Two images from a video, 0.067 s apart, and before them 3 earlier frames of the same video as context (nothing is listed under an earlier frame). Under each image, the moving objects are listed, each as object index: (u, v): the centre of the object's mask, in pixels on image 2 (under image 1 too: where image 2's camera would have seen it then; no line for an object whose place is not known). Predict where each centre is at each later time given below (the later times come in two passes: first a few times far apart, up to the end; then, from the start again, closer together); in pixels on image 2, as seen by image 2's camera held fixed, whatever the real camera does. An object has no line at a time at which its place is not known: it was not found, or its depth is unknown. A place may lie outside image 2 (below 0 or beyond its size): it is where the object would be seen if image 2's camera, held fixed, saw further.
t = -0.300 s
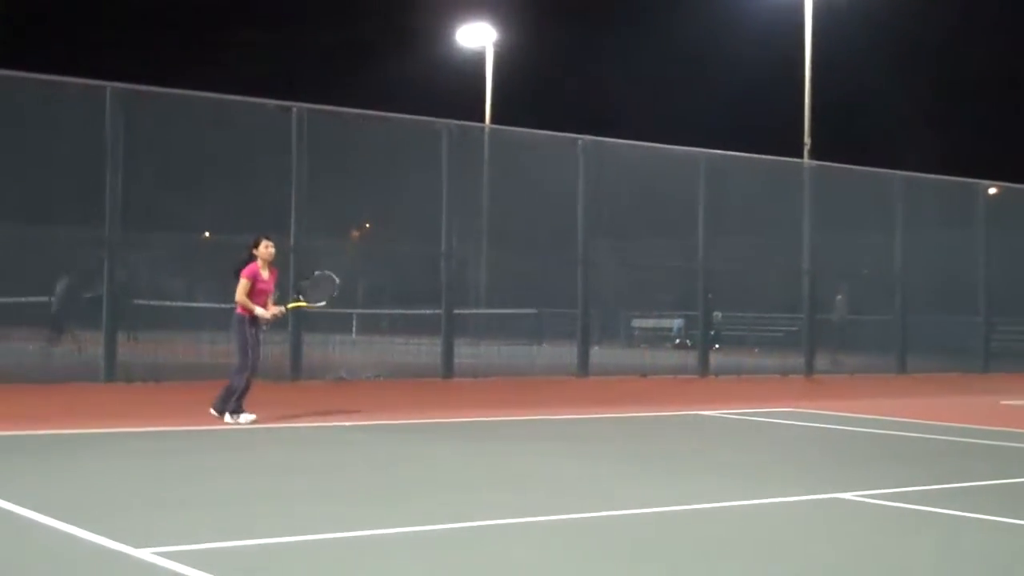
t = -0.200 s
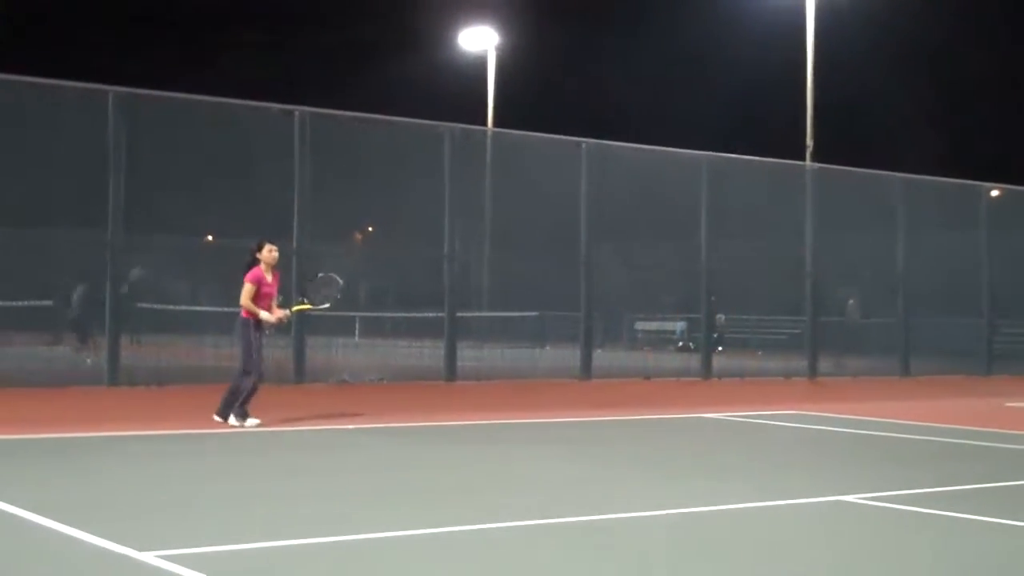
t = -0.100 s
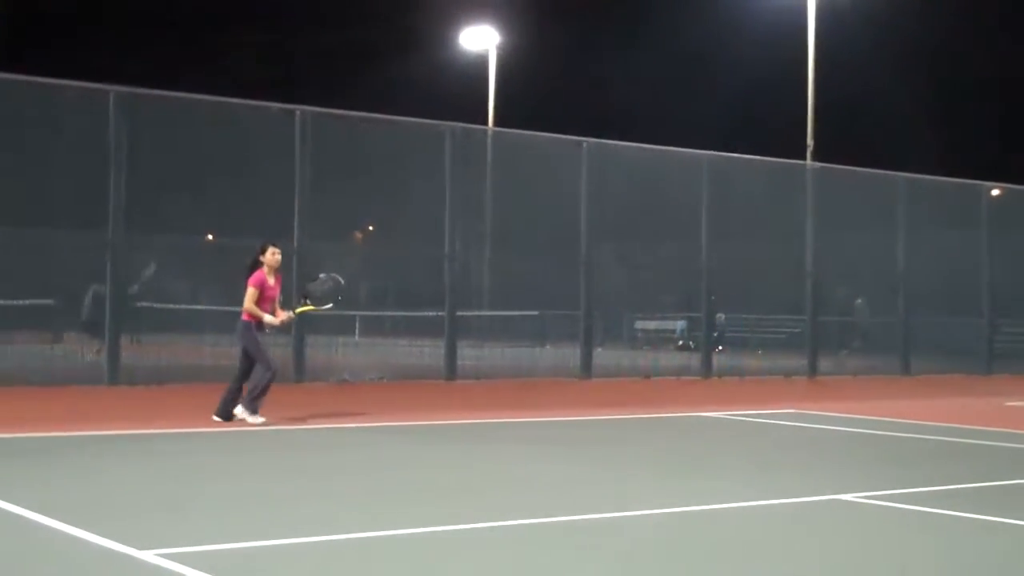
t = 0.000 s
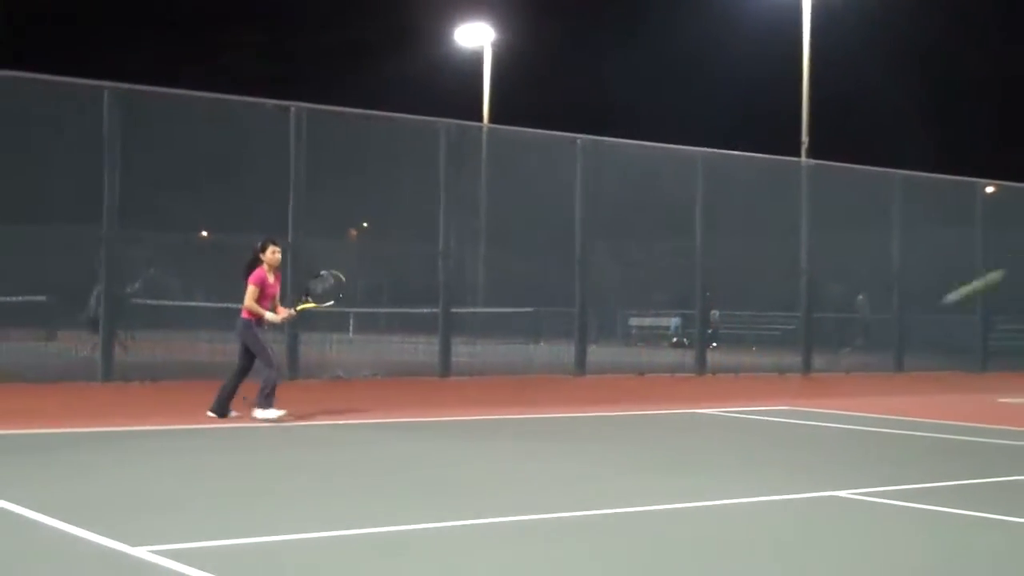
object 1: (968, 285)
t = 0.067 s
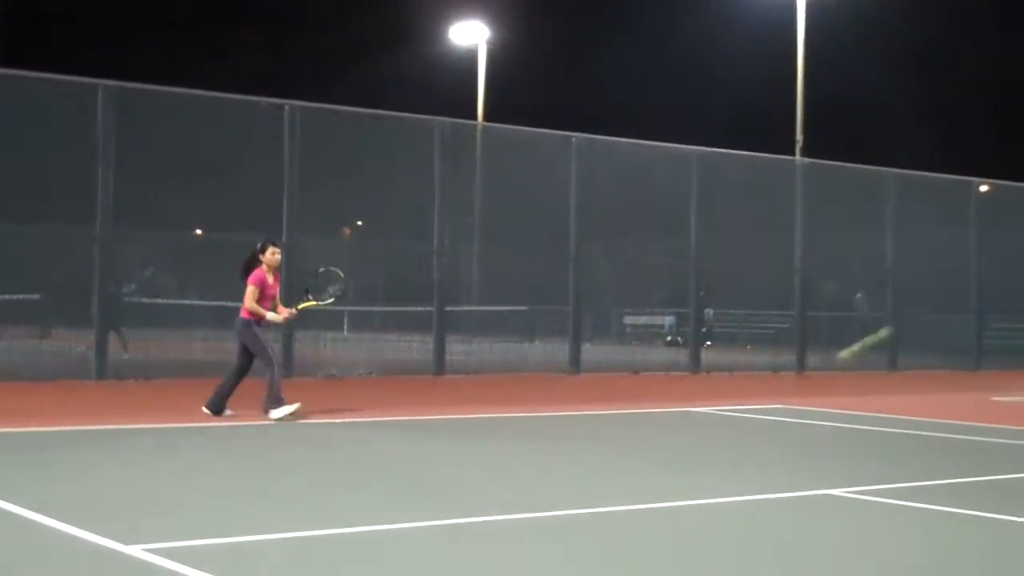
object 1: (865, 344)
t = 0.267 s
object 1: (674, 397)
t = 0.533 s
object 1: (596, 281)
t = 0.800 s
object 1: (525, 267)
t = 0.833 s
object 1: (517, 272)
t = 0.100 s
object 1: (819, 371)
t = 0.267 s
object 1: (674, 397)
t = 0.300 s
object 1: (665, 377)
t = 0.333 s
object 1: (654, 357)
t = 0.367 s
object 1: (645, 341)
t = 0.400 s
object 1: (634, 325)
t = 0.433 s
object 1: (624, 311)
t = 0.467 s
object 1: (615, 300)
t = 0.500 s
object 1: (606, 290)
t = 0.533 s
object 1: (596, 281)
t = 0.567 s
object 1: (587, 274)
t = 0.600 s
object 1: (578, 269)
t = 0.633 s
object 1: (569, 265)
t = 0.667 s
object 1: (559, 262)
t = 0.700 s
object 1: (551, 262)
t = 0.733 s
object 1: (543, 262)
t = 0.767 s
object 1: (534, 265)
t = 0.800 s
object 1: (525, 267)
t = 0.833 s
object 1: (517, 272)
